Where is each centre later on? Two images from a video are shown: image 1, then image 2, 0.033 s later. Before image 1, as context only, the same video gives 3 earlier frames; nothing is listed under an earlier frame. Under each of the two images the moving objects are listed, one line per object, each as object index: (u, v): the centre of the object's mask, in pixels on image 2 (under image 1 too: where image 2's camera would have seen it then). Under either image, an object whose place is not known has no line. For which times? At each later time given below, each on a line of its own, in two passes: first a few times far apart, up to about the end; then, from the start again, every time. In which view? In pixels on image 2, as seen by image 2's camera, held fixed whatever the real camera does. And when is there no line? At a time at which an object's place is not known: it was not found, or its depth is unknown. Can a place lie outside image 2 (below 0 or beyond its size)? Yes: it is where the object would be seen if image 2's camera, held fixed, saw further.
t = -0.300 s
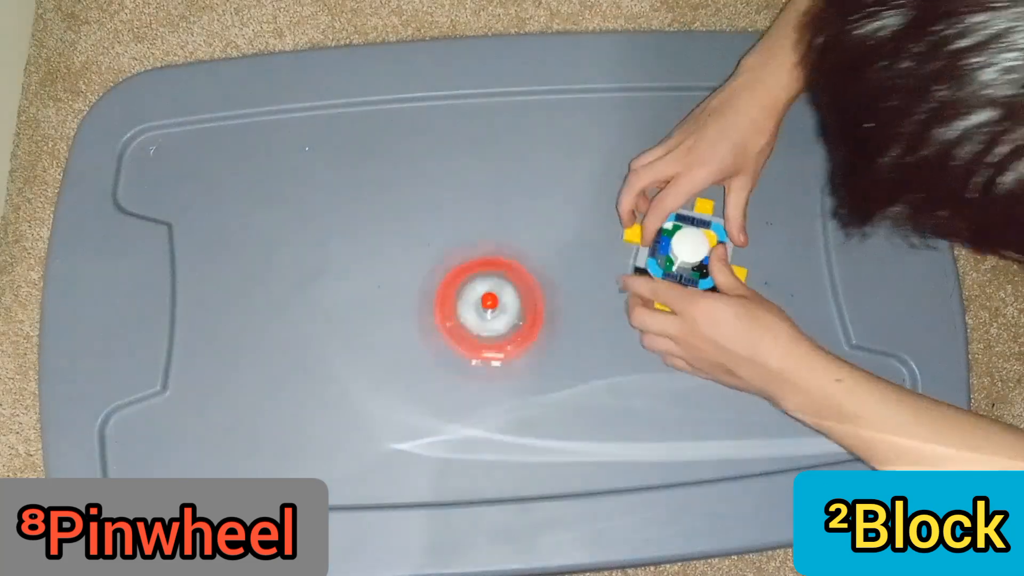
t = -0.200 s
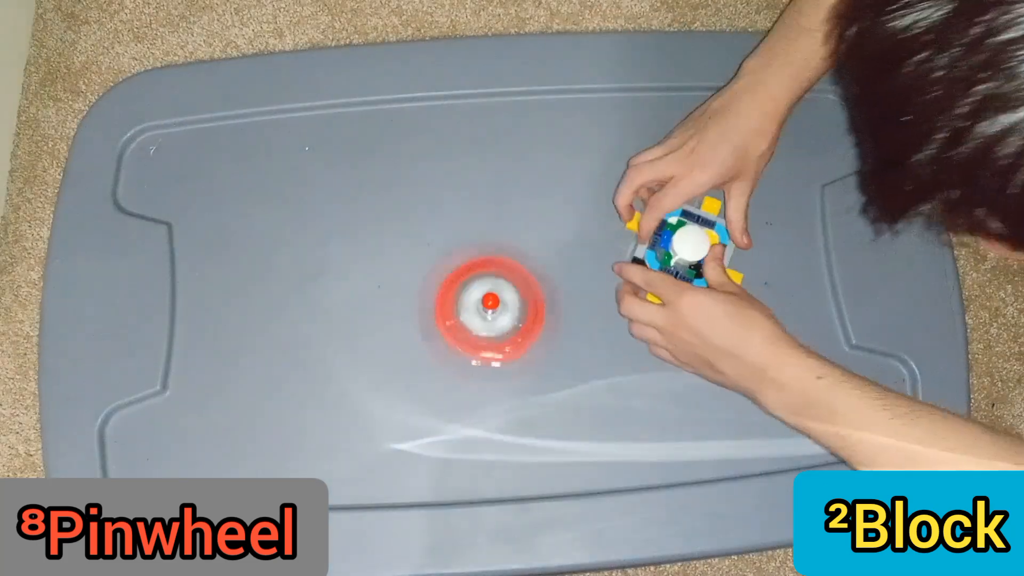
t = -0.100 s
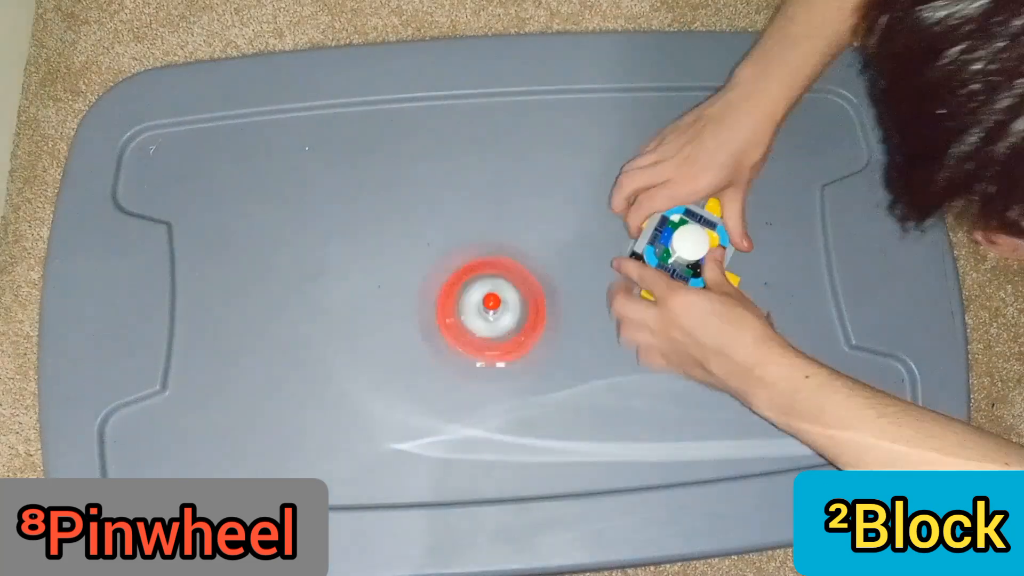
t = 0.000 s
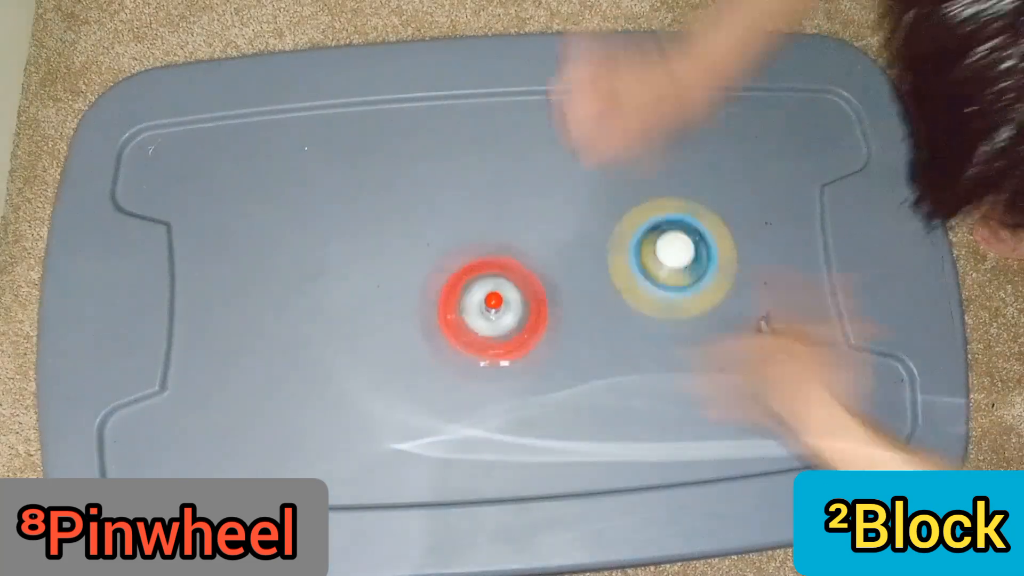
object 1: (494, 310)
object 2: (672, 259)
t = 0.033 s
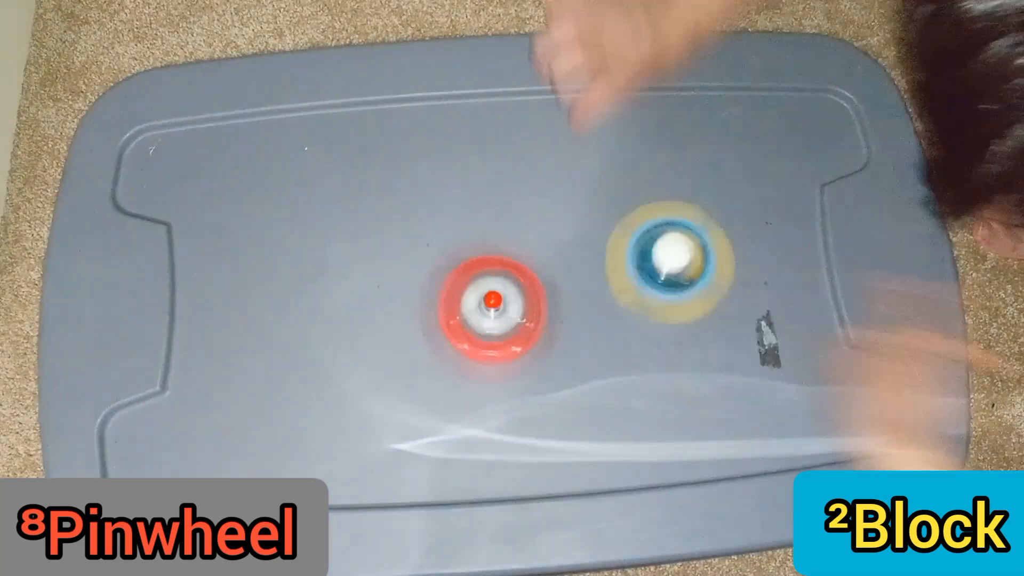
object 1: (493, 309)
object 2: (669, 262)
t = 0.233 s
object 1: (495, 307)
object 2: (657, 278)
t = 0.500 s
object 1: (492, 315)
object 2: (630, 287)
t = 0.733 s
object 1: (487, 326)
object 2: (628, 272)
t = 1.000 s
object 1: (486, 322)
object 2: (621, 270)
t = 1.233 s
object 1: (448, 451)
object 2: (623, 171)
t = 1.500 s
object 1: (379, 468)
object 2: (628, 142)
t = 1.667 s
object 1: (374, 464)
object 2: (627, 144)
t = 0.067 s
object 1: (493, 308)
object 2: (667, 266)
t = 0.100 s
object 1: (496, 308)
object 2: (666, 267)
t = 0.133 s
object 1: (494, 308)
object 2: (664, 270)
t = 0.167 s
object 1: (494, 307)
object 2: (662, 273)
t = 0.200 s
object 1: (496, 308)
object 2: (659, 275)
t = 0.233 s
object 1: (495, 307)
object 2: (657, 278)
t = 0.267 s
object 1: (494, 307)
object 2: (655, 280)
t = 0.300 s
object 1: (495, 308)
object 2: (653, 283)
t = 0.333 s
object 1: (495, 307)
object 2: (650, 285)
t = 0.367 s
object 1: (495, 308)
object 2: (647, 287)
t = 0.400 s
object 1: (495, 310)
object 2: (641, 289)
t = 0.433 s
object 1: (496, 310)
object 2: (636, 290)
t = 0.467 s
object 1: (494, 312)
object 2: (632, 289)
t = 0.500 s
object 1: (492, 315)
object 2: (630, 287)
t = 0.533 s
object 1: (489, 322)
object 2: (629, 281)
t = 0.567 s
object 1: (489, 325)
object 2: (628, 278)
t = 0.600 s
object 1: (486, 325)
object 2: (628, 275)
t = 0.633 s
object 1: (484, 326)
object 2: (628, 274)
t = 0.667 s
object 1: (486, 326)
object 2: (628, 273)
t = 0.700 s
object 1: (487, 326)
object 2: (628, 273)
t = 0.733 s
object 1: (487, 326)
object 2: (628, 272)
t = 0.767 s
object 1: (487, 324)
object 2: (628, 272)
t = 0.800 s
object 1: (485, 323)
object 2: (628, 271)
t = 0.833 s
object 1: (485, 325)
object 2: (627, 271)
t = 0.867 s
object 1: (486, 325)
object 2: (627, 271)
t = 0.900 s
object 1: (487, 324)
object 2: (626, 270)
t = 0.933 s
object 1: (487, 324)
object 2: (625, 270)
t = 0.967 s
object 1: (487, 323)
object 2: (623, 270)
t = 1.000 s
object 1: (486, 322)
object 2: (621, 270)
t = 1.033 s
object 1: (484, 324)
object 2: (620, 270)
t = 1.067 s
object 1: (486, 324)
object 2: (617, 270)
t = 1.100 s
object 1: (487, 327)
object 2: (615, 268)
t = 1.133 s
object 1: (478, 357)
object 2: (618, 242)
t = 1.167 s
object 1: (469, 402)
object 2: (620, 216)
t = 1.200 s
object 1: (459, 431)
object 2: (621, 191)
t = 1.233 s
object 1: (448, 451)
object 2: (623, 171)
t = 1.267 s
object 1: (437, 461)
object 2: (622, 153)
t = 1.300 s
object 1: (424, 466)
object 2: (625, 140)
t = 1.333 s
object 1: (415, 468)
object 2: (626, 139)
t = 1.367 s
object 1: (407, 470)
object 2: (629, 140)
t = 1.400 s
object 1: (399, 472)
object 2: (628, 141)
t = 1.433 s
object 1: (390, 474)
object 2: (629, 142)
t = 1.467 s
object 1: (384, 470)
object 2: (628, 142)
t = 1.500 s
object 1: (379, 468)
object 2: (628, 142)
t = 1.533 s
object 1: (375, 466)
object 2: (629, 143)
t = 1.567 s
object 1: (374, 464)
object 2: (628, 144)
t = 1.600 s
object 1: (374, 464)
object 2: (628, 144)
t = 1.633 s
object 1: (374, 464)
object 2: (628, 144)
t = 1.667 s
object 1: (374, 464)
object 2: (627, 144)
